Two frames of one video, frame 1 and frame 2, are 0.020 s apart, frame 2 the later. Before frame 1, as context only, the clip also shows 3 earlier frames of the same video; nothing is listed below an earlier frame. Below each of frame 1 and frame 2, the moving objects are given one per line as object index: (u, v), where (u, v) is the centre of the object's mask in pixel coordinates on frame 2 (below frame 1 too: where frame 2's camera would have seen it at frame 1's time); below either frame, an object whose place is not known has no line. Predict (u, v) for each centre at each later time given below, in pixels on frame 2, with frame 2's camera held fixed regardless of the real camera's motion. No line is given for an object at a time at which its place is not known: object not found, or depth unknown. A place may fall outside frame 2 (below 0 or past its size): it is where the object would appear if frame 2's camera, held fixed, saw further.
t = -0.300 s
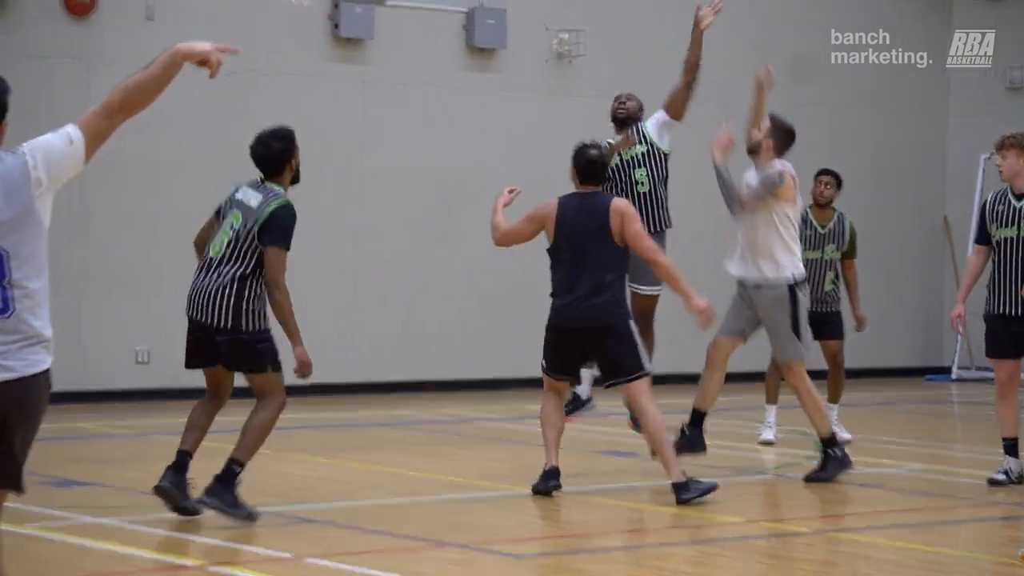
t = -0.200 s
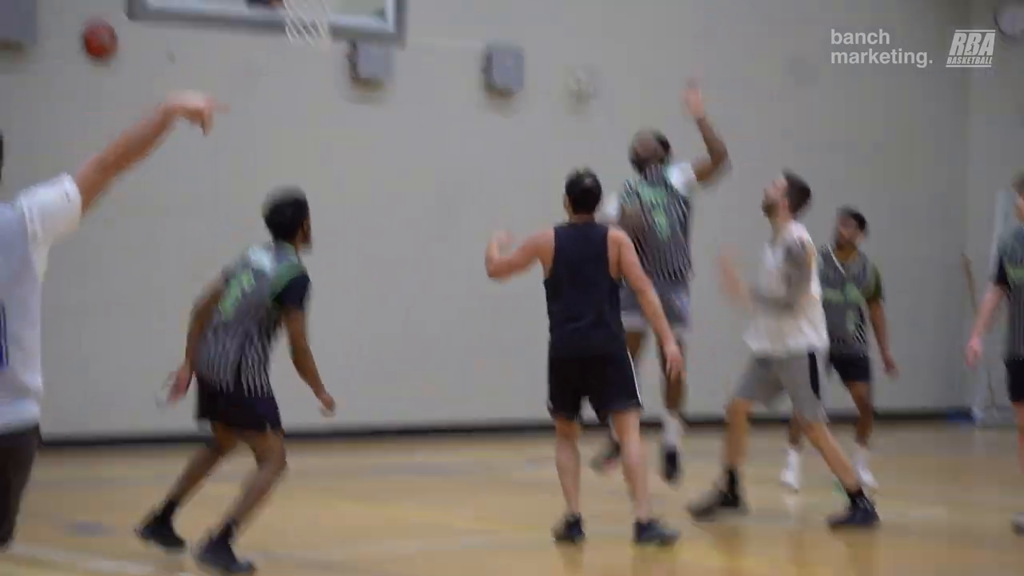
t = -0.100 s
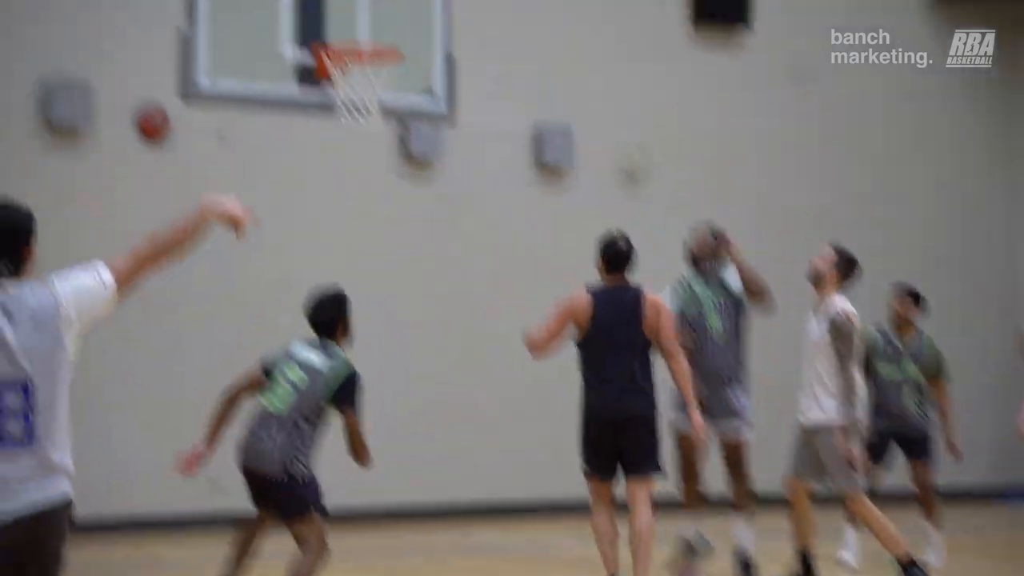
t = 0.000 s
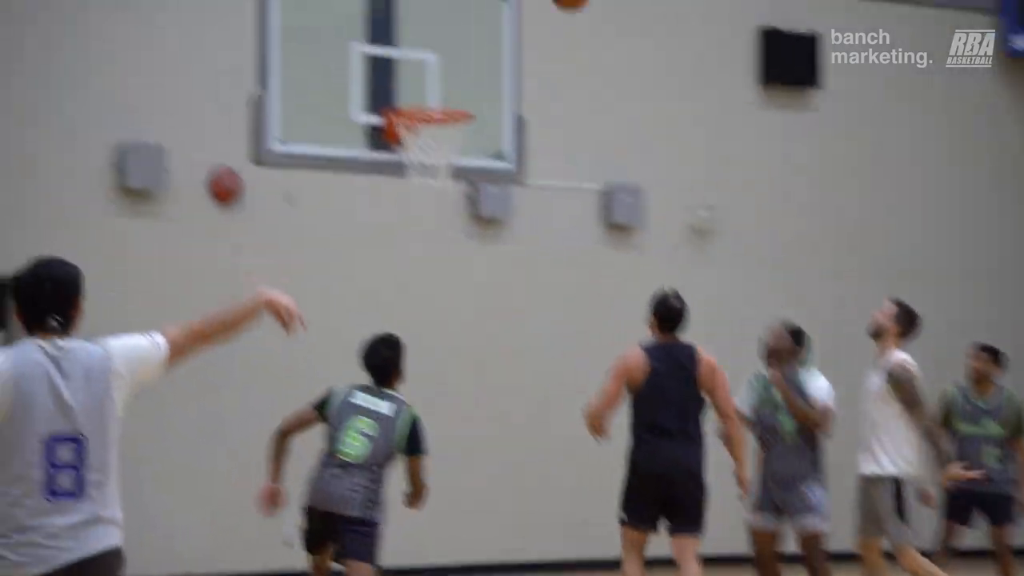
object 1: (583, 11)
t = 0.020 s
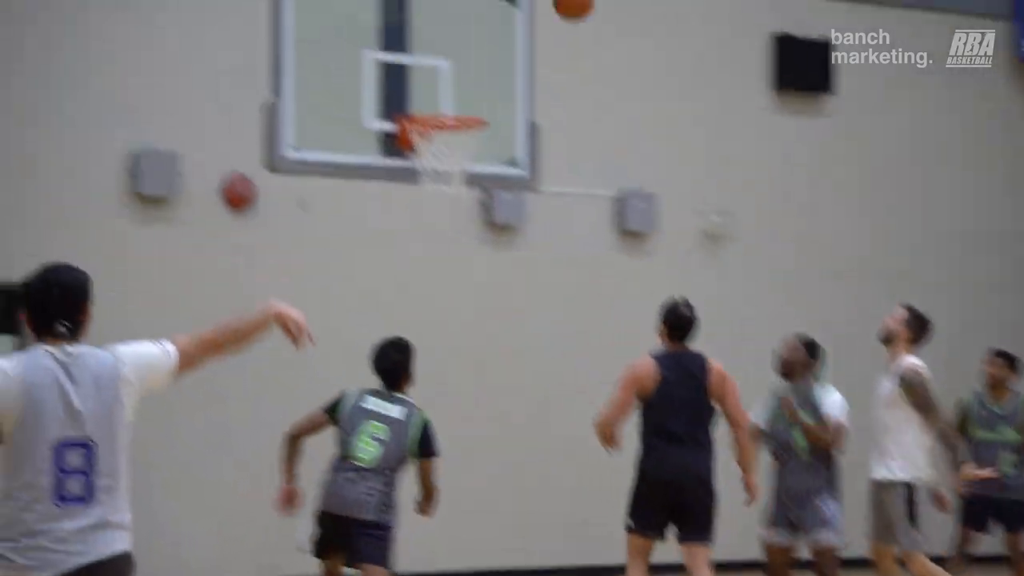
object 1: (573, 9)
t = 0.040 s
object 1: (563, 8)
